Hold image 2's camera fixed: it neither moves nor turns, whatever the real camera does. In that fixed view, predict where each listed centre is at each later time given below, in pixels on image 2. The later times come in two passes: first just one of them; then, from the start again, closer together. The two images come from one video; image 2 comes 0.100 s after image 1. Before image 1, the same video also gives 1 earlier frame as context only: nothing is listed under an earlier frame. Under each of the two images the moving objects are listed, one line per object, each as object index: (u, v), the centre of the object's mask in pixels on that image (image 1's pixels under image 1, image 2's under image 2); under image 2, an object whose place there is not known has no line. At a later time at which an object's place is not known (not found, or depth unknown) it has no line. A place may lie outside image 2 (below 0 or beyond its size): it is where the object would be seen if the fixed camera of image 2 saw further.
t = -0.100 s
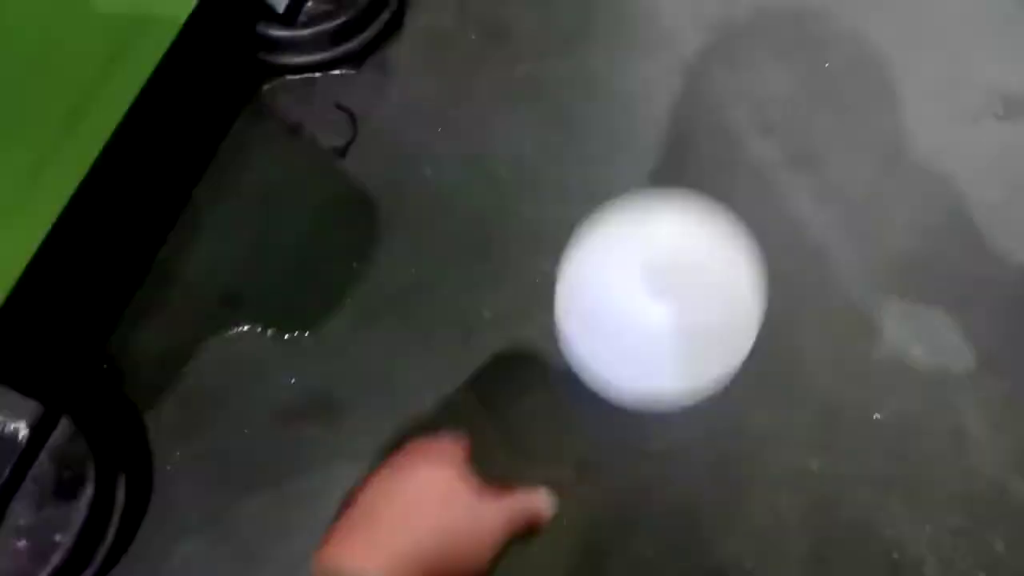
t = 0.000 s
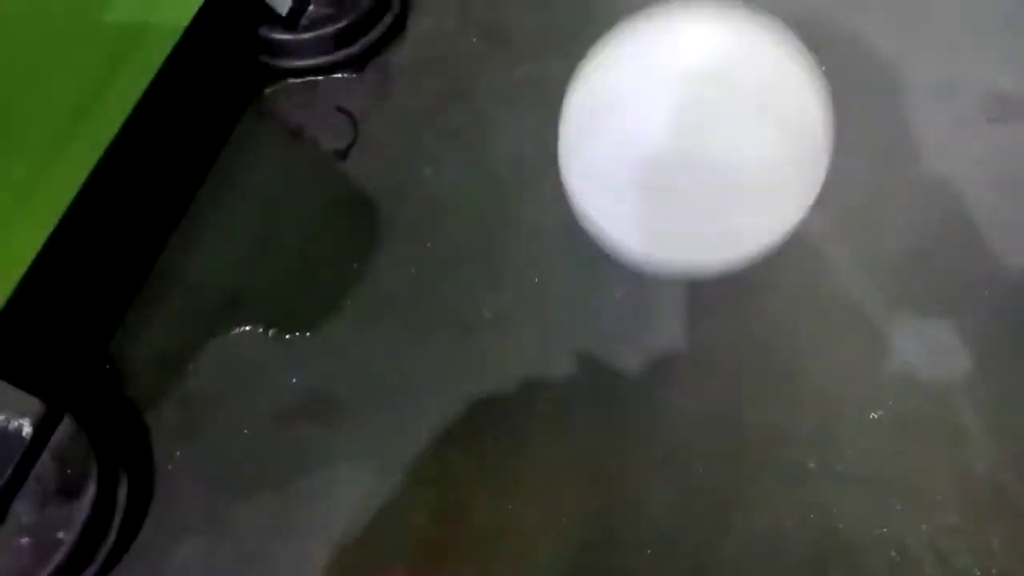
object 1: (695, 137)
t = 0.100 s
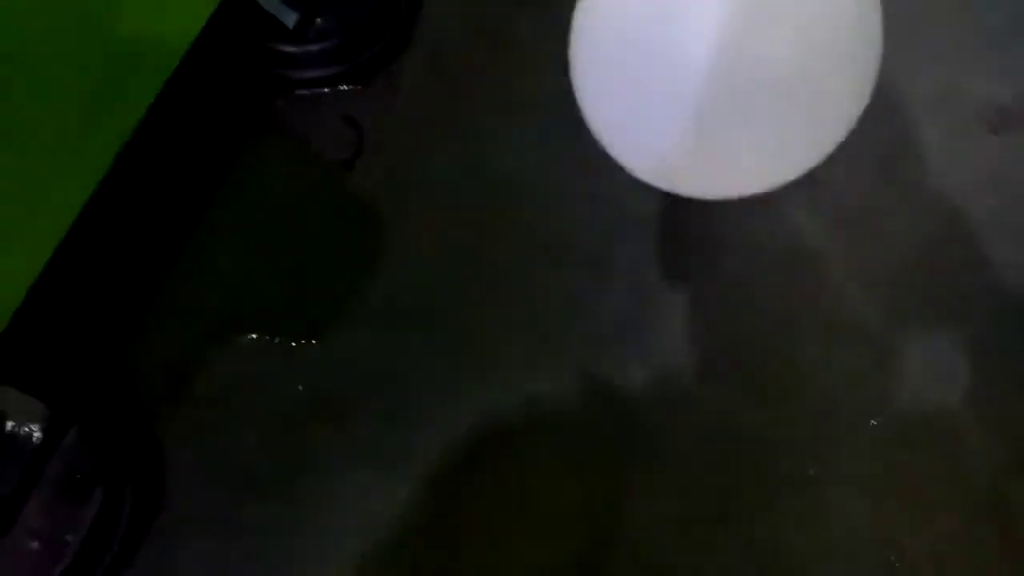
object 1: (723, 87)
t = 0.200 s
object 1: (724, 101)
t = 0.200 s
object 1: (724, 101)
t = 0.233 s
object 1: (719, 125)
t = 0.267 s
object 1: (709, 178)
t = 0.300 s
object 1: (699, 237)
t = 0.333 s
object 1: (689, 297)
